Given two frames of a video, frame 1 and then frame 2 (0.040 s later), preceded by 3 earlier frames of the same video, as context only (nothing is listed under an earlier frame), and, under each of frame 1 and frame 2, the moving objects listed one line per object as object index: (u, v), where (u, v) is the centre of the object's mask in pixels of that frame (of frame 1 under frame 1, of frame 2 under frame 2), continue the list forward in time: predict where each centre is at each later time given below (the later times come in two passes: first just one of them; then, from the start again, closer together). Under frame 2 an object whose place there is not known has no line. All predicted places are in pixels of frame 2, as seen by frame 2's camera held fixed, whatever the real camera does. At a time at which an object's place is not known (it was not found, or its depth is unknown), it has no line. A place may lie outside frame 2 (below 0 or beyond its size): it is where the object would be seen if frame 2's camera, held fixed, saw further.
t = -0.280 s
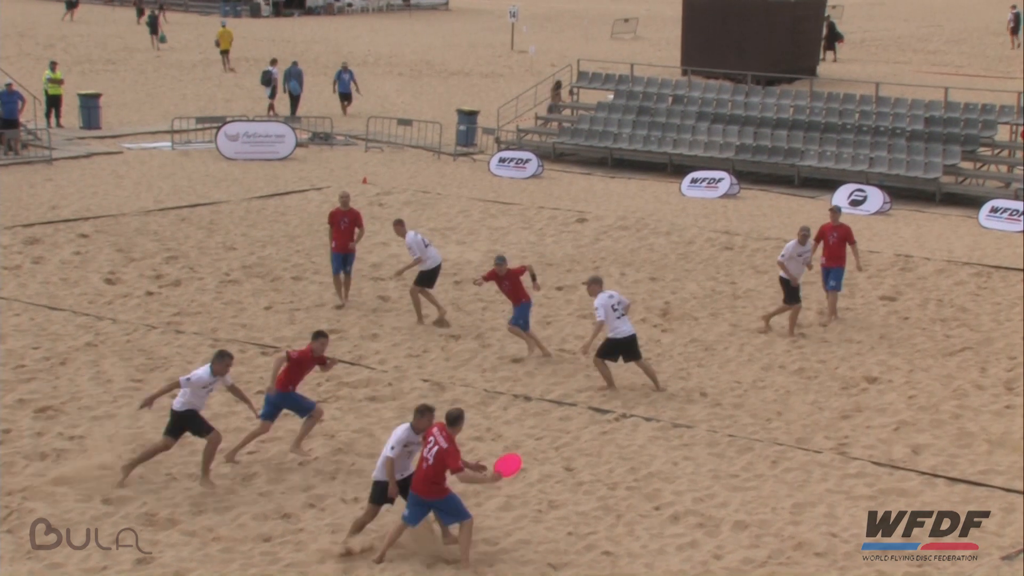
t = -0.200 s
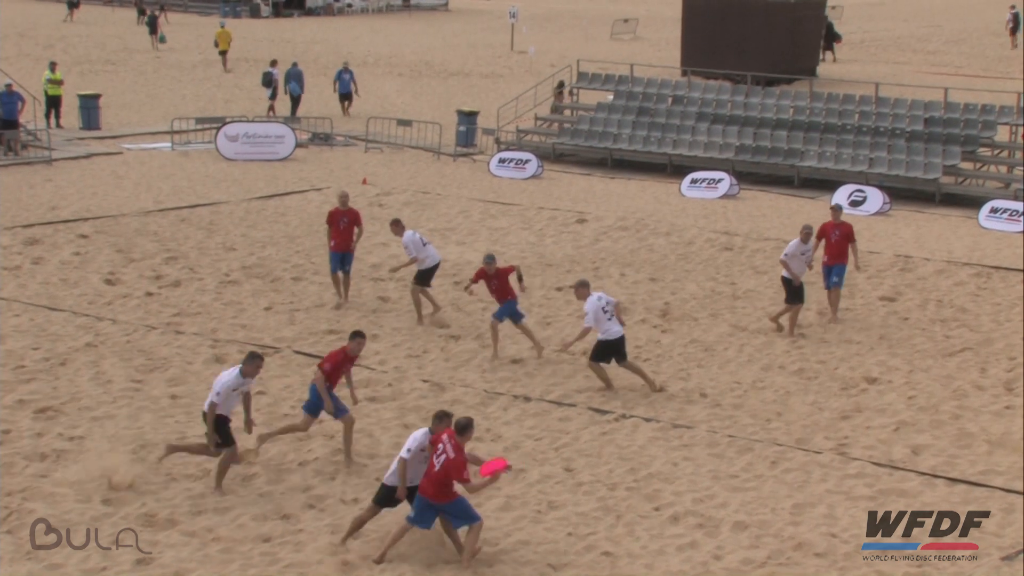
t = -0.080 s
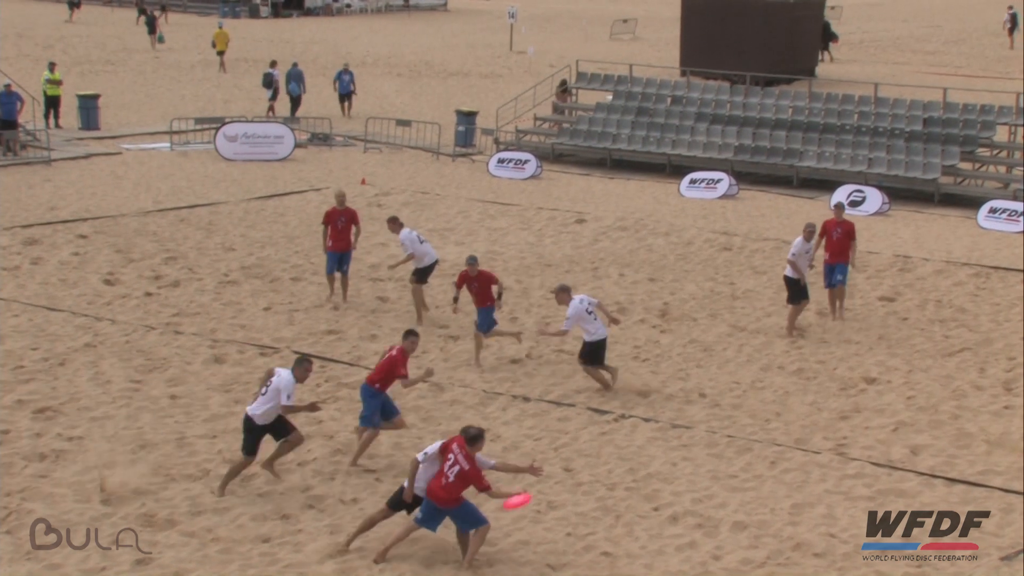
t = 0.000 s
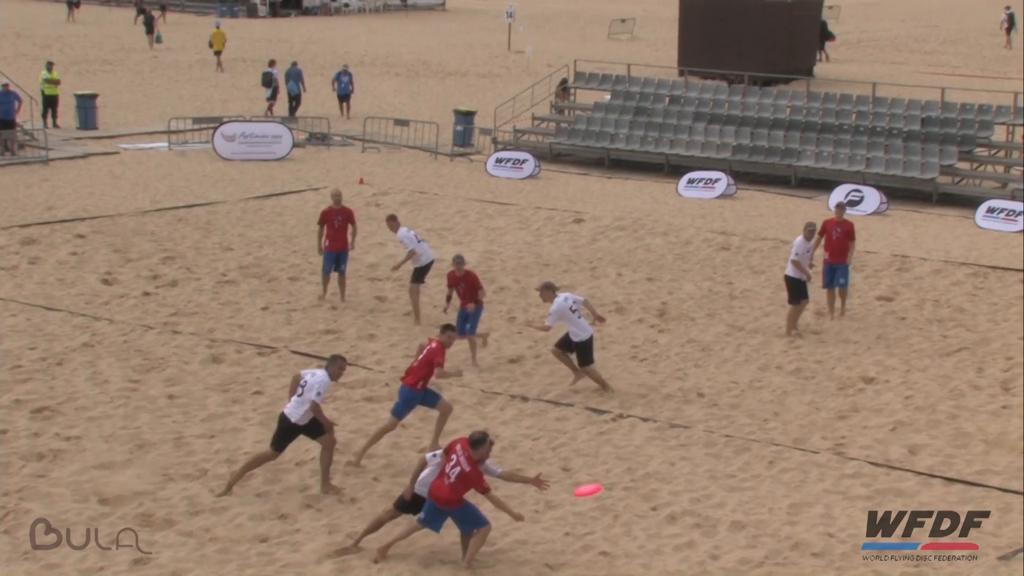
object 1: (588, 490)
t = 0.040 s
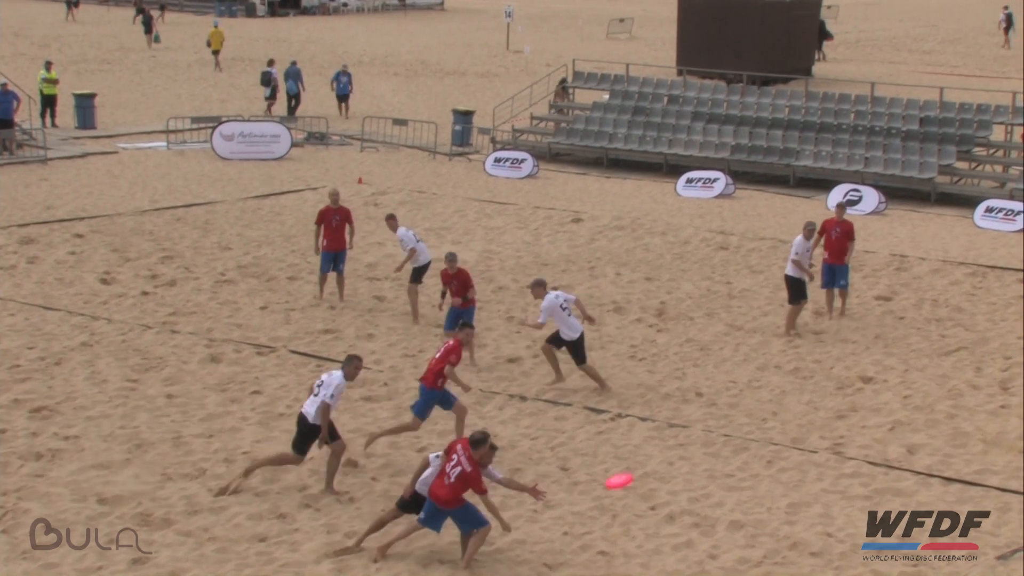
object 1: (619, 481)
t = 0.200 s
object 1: (733, 439)
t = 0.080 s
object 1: (650, 471)
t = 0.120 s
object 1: (679, 461)
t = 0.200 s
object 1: (733, 439)
